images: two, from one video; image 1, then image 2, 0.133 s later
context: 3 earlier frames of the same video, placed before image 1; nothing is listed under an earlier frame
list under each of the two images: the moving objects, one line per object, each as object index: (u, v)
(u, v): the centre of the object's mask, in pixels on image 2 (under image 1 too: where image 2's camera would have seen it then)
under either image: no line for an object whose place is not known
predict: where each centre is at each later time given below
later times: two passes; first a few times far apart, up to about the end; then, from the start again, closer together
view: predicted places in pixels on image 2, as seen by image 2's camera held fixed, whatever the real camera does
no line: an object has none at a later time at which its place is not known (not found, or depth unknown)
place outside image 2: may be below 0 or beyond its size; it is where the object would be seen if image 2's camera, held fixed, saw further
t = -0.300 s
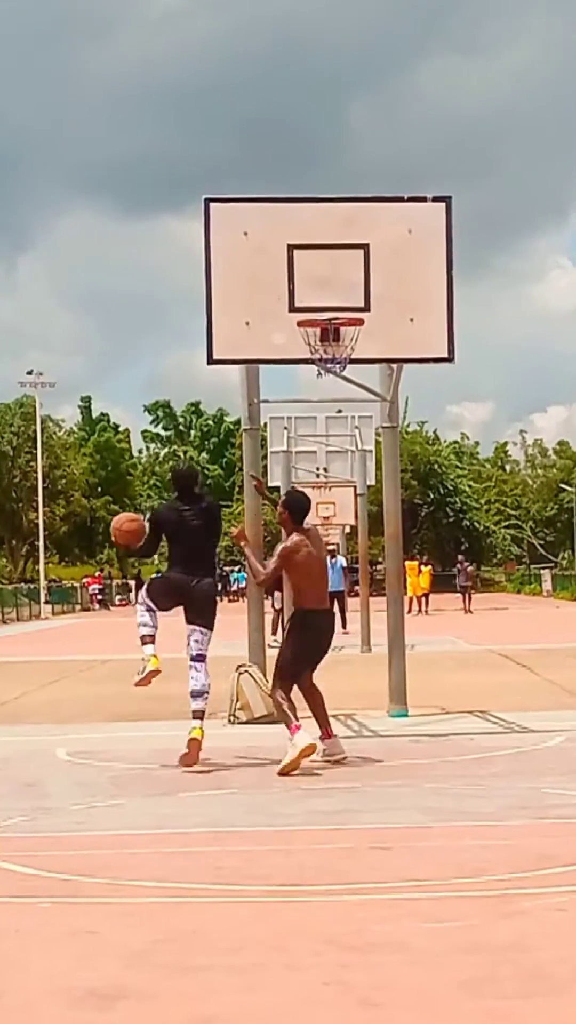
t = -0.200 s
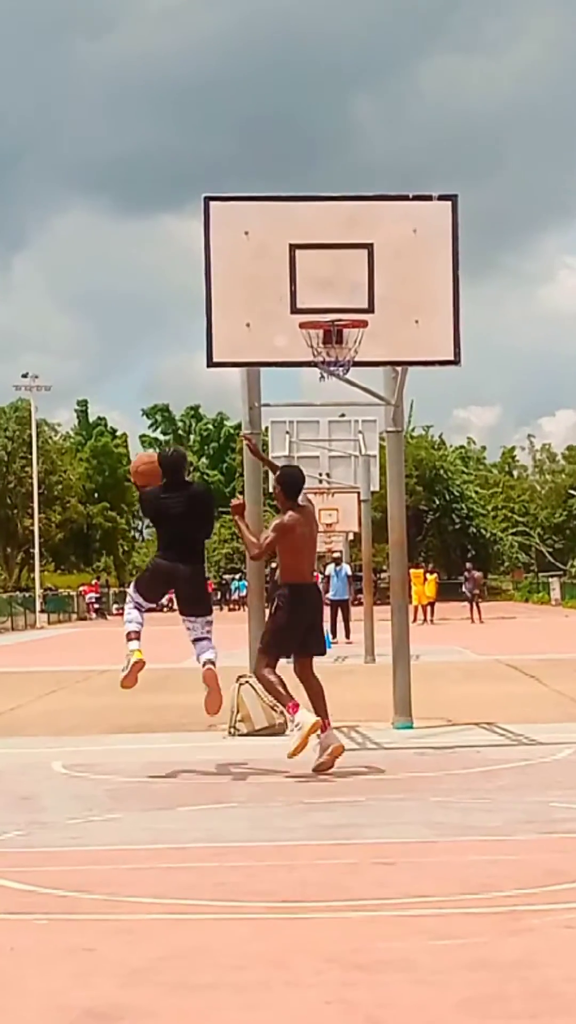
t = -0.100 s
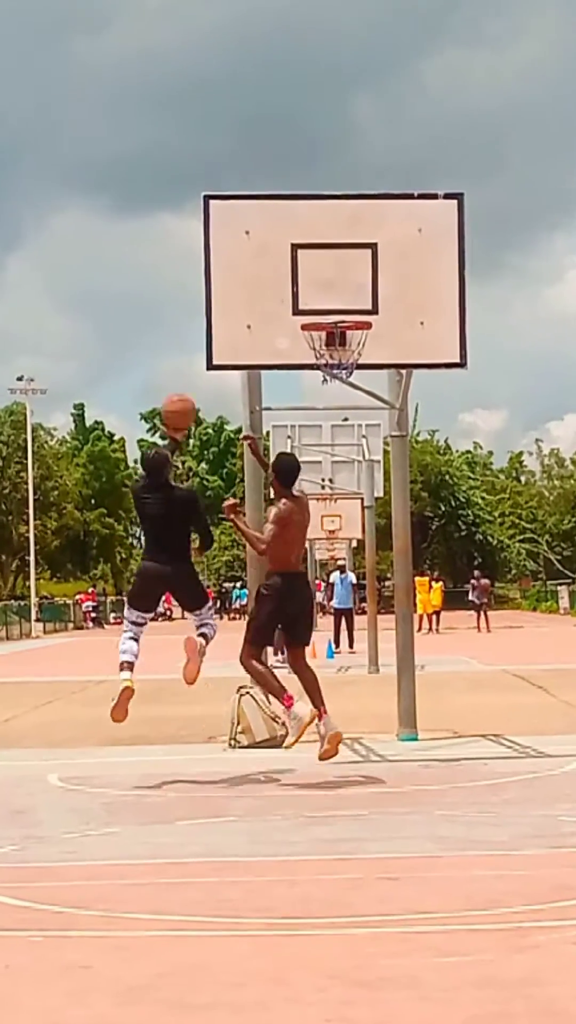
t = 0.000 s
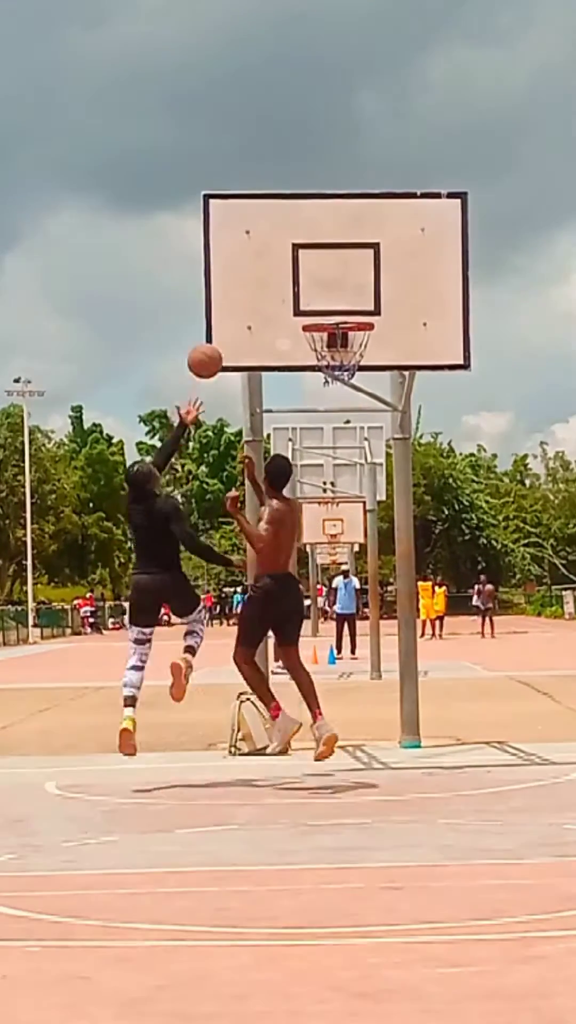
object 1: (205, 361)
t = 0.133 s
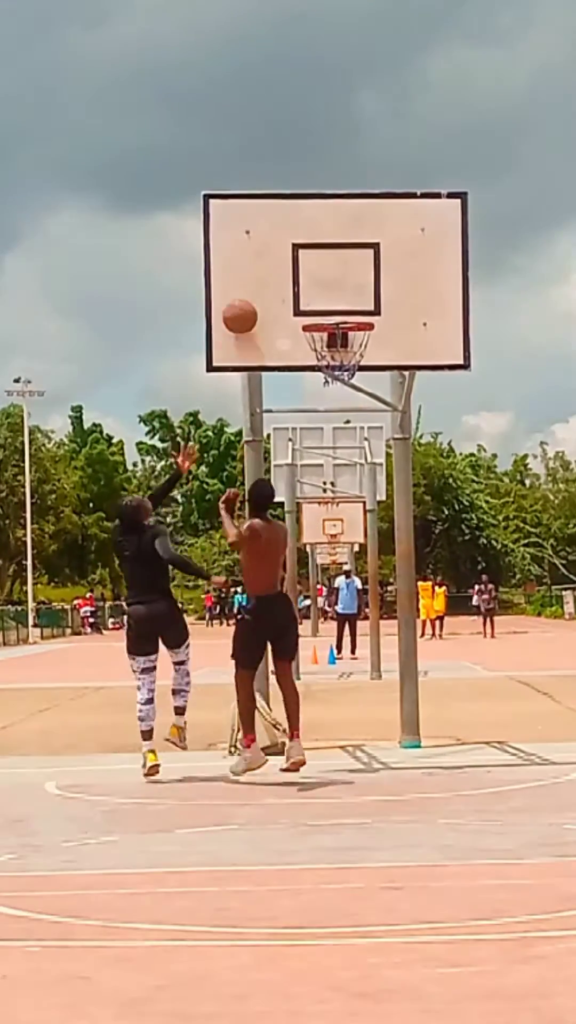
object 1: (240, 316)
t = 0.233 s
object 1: (256, 297)
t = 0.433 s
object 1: (291, 296)
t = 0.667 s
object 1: (314, 302)
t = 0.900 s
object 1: (331, 312)
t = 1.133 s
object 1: (340, 347)
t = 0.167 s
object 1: (245, 308)
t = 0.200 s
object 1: (251, 302)
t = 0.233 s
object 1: (256, 297)
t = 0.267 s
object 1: (262, 292)
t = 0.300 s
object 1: (268, 289)
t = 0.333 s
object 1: (273, 288)
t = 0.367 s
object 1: (279, 289)
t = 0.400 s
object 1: (285, 292)
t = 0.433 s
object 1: (291, 296)
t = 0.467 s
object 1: (297, 302)
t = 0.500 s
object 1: (302, 307)
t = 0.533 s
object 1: (305, 305)
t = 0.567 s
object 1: (307, 303)
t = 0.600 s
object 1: (310, 301)
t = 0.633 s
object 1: (312, 300)
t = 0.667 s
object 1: (314, 302)
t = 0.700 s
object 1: (317, 305)
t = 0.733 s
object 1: (320, 307)
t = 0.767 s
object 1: (322, 307)
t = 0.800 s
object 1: (324, 306)
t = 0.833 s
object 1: (327, 307)
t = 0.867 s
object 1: (329, 309)
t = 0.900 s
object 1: (331, 312)
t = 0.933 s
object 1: (332, 310)
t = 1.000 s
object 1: (333, 311)
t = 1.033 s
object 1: (336, 321)
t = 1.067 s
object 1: (337, 329)
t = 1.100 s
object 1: (338, 339)
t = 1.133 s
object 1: (340, 347)
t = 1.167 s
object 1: (341, 357)
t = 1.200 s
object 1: (343, 365)
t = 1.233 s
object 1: (344, 371)
